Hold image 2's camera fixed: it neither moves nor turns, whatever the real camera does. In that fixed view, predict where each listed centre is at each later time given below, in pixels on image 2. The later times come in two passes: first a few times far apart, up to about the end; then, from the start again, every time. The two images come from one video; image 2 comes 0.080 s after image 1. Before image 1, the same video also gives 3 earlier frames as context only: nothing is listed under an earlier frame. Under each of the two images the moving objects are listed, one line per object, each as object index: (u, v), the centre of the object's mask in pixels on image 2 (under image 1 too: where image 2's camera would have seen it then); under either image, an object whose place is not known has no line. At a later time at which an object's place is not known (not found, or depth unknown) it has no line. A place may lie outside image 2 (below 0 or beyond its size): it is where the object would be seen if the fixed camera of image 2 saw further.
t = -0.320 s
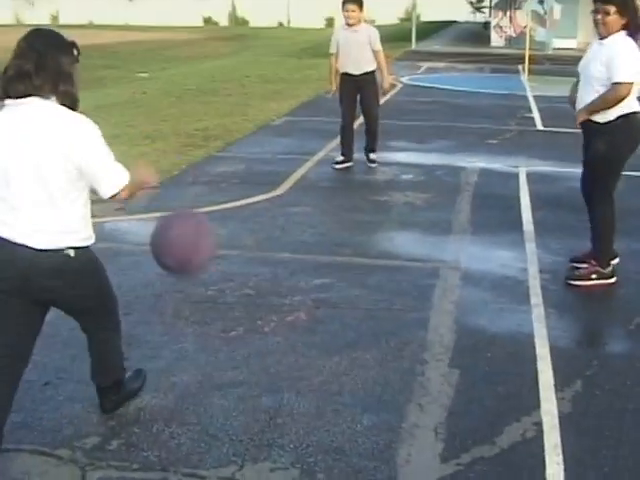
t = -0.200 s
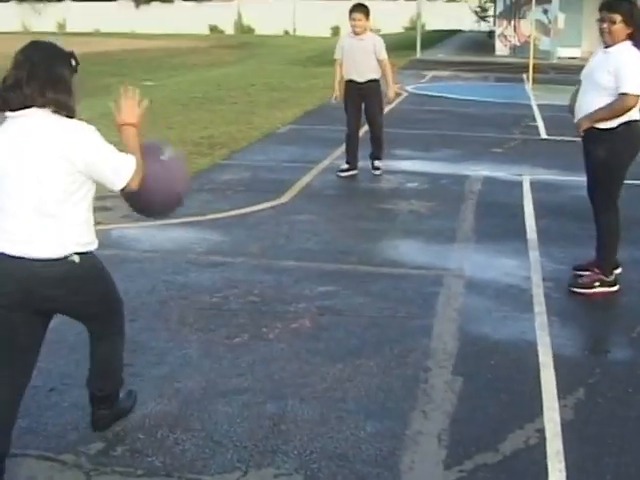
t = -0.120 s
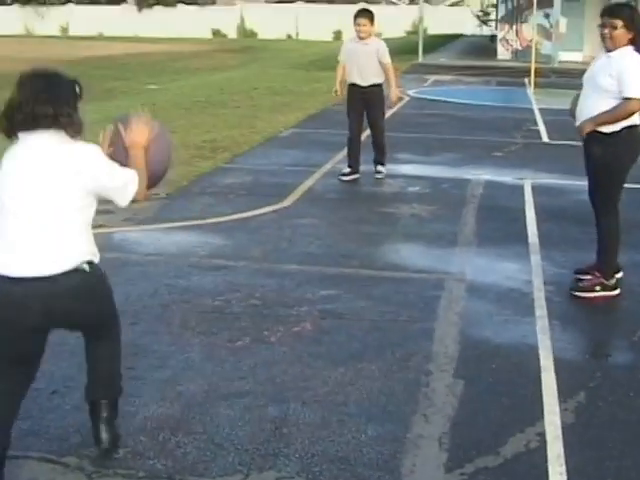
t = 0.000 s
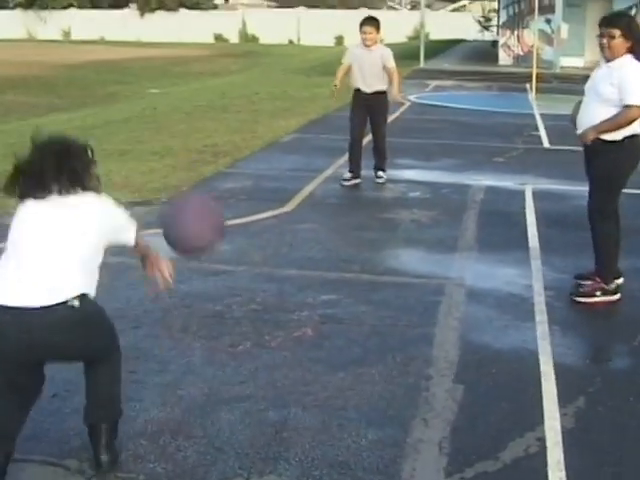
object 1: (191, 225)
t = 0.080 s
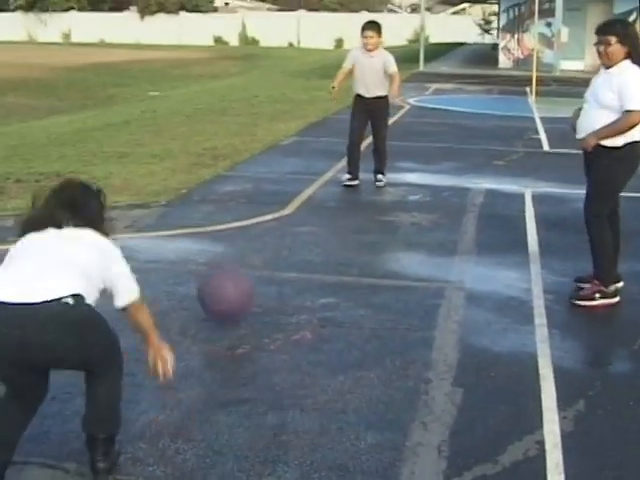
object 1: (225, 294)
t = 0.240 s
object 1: (249, 204)
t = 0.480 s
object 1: (271, 104)
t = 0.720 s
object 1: (292, 122)
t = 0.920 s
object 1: (308, 206)
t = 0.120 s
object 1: (236, 306)
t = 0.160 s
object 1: (240, 268)
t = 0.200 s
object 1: (244, 233)
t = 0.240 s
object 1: (249, 204)
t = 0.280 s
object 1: (252, 178)
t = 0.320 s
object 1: (256, 155)
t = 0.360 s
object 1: (259, 137)
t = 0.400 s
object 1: (263, 123)
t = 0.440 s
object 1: (266, 111)
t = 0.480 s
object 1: (271, 104)
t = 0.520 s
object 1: (274, 100)
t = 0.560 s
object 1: (277, 99)
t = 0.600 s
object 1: (281, 101)
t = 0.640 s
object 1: (284, 105)
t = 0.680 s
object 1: (288, 112)
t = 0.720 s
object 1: (292, 122)
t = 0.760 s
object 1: (294, 134)
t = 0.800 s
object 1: (298, 149)
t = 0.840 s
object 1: (301, 164)
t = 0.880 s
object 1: (305, 185)
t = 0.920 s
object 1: (308, 206)
